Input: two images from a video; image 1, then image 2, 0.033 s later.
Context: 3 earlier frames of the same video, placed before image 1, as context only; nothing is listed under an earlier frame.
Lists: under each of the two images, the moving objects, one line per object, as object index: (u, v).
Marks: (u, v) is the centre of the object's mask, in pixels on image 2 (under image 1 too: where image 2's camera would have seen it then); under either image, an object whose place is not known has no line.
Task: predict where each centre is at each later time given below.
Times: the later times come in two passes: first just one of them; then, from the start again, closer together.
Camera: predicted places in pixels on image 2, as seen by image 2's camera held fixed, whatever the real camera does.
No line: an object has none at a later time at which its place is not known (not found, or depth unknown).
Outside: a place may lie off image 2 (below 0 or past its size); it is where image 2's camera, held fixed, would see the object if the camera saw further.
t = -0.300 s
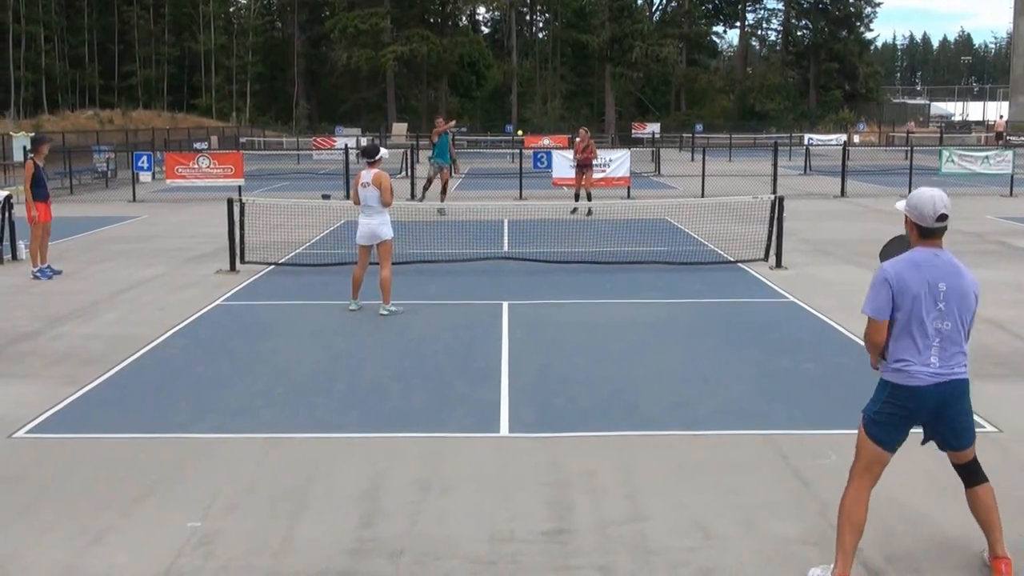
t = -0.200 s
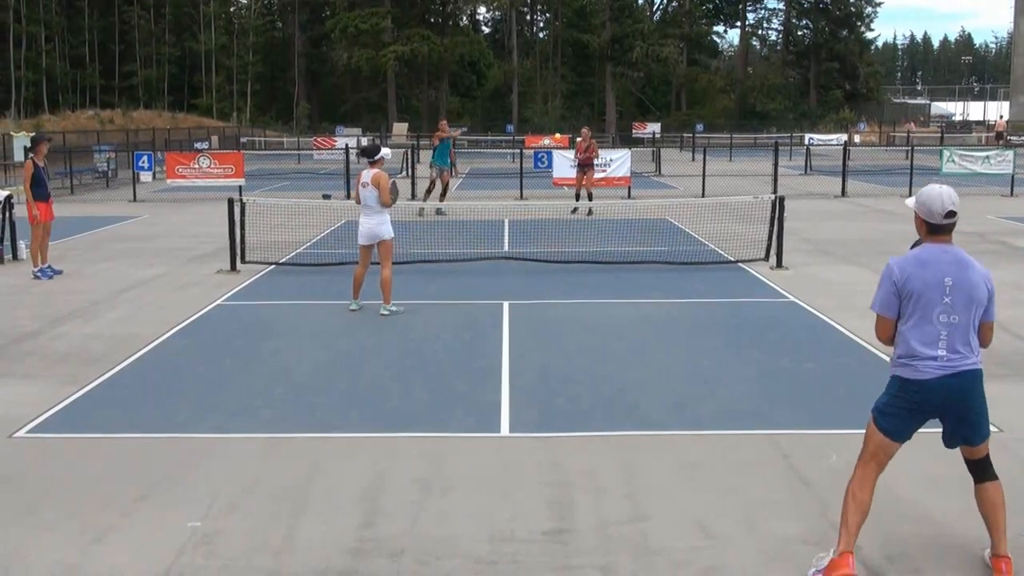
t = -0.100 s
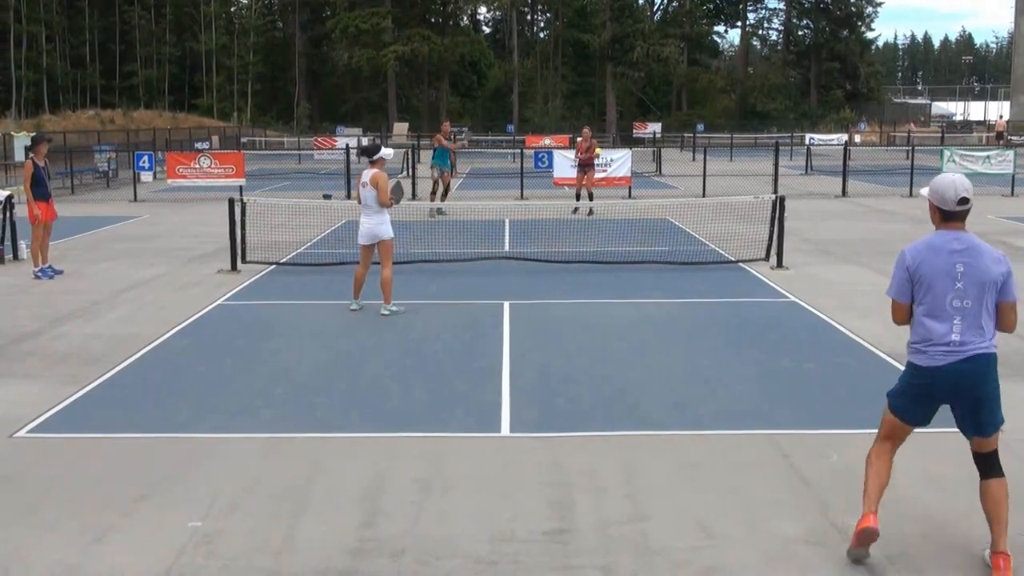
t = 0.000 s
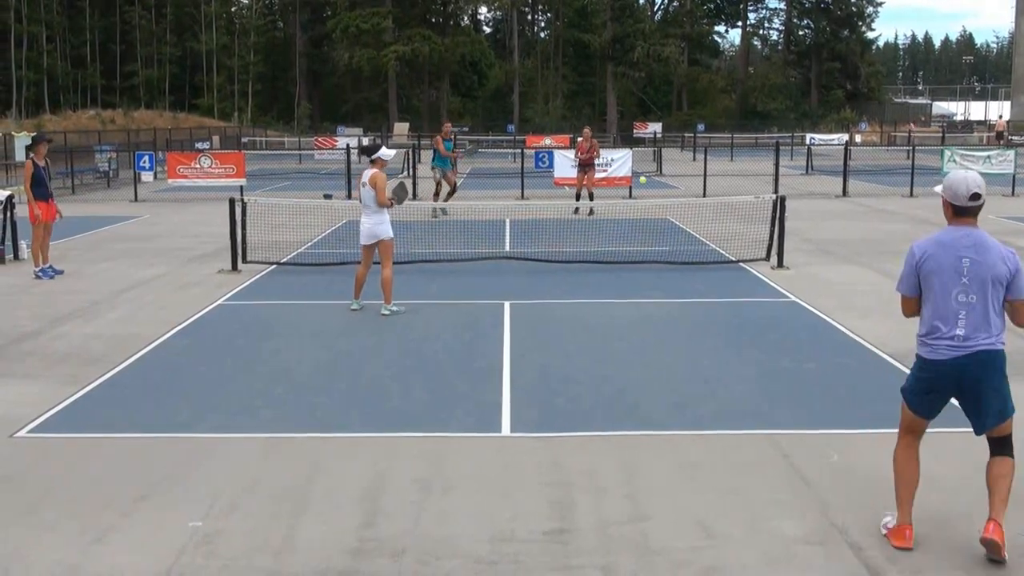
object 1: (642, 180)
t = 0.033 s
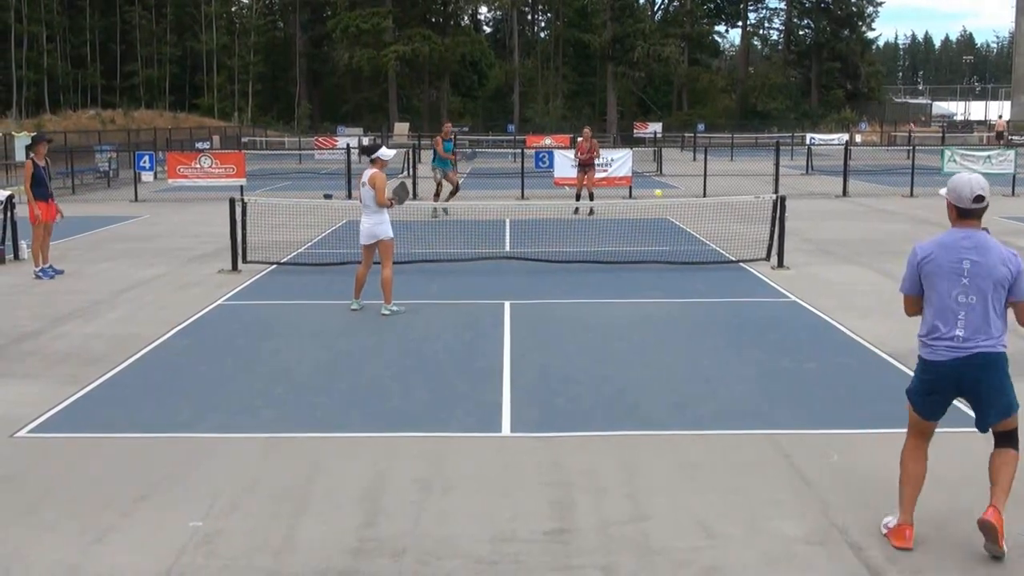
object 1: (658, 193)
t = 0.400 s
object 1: (836, 294)
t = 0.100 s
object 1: (689, 226)
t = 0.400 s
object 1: (836, 294)
